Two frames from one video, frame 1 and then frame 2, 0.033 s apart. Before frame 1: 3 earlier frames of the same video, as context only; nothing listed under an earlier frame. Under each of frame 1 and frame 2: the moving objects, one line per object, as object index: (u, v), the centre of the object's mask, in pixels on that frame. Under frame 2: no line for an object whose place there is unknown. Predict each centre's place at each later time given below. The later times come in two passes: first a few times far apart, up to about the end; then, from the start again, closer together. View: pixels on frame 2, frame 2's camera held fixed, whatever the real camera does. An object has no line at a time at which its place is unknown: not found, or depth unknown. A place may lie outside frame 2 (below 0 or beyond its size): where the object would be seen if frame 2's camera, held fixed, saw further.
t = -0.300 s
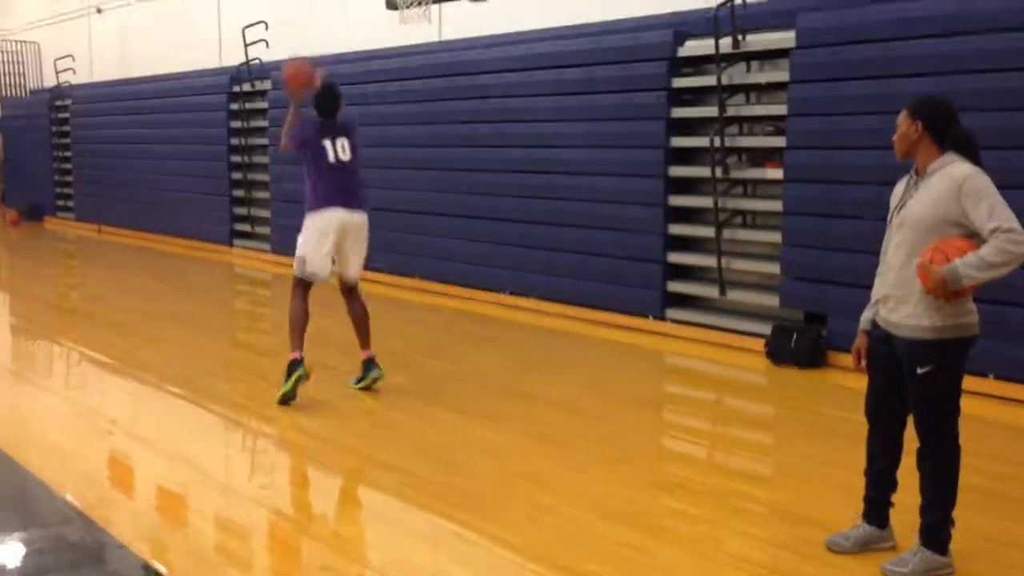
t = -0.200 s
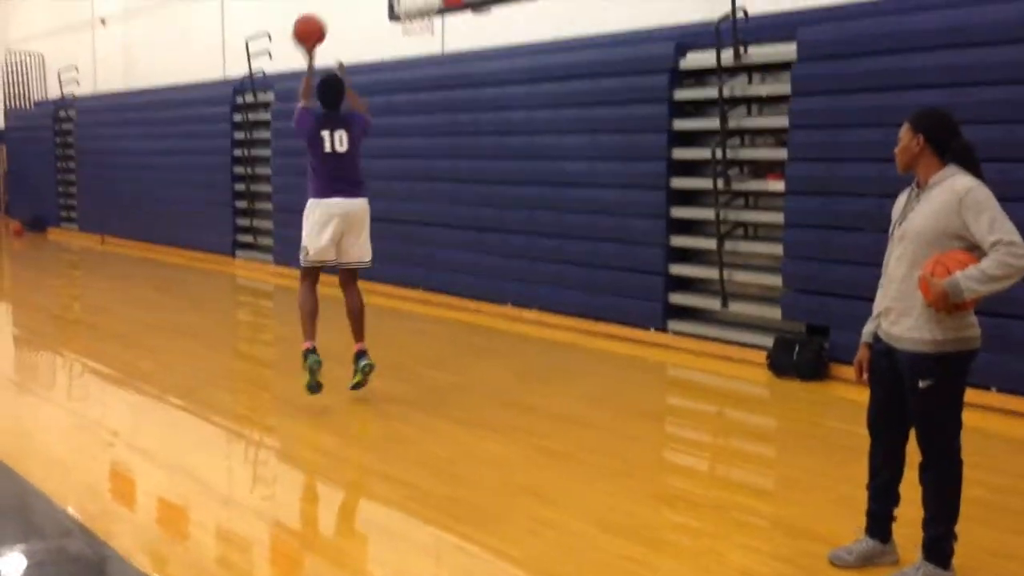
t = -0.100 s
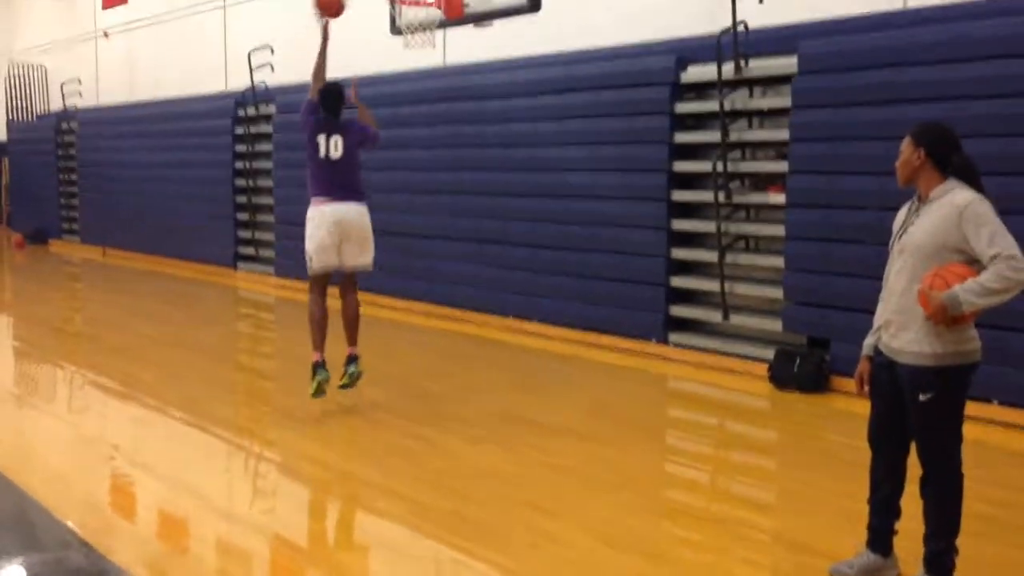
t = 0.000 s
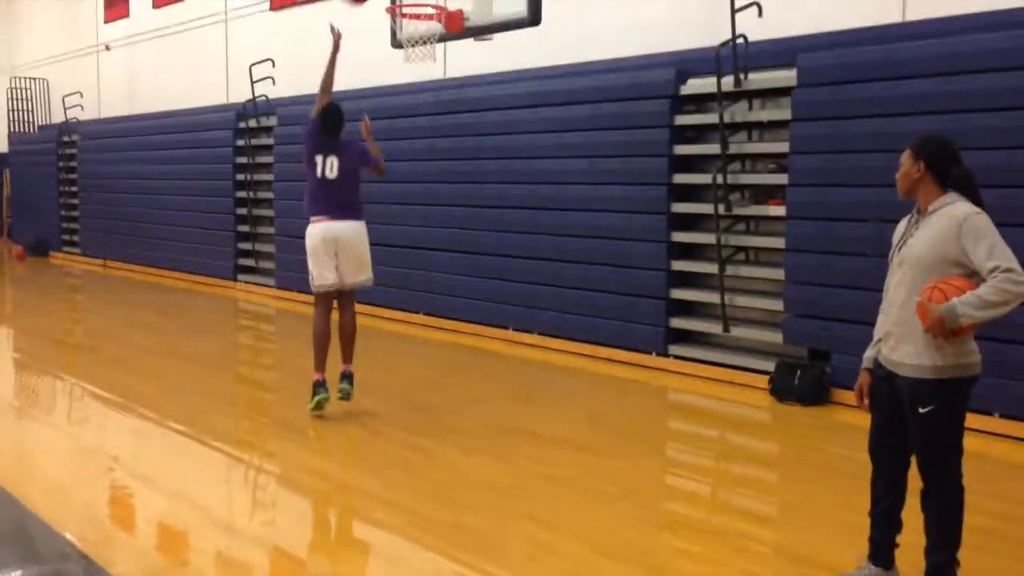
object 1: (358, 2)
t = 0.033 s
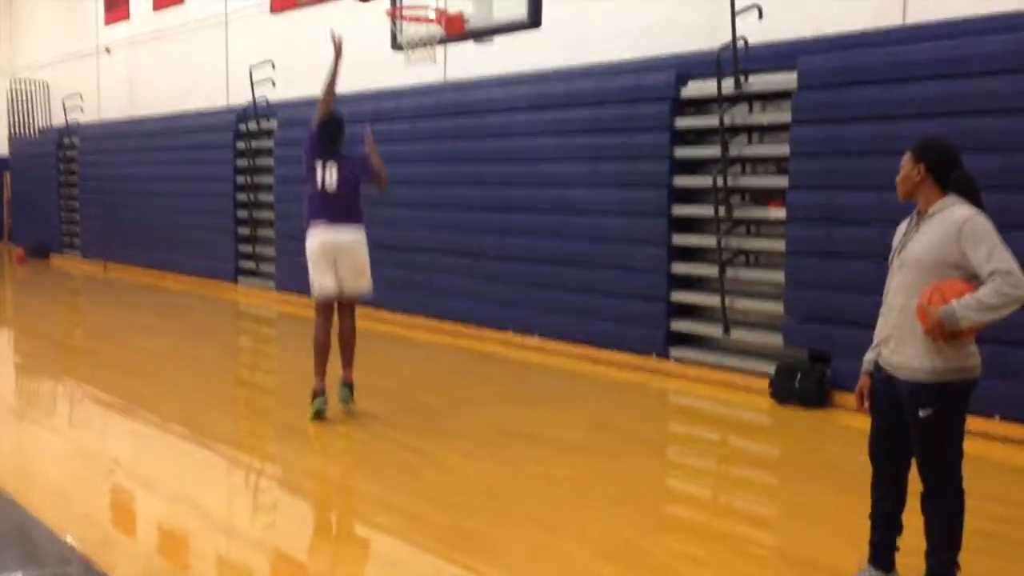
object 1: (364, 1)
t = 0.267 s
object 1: (418, -7)
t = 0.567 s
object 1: (405, 22)
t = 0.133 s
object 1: (389, -10)
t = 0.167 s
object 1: (396, -10)
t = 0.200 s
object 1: (402, -11)
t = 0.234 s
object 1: (410, -10)
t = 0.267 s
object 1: (418, -7)
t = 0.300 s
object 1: (425, -5)
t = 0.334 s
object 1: (432, 1)
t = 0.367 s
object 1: (426, 1)
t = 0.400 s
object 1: (418, 7)
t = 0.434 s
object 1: (410, 12)
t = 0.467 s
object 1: (407, 15)
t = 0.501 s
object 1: (407, 15)
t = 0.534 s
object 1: (406, 17)
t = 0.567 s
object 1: (405, 22)
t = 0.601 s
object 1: (406, 24)
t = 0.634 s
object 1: (408, 28)
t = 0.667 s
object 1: (409, 32)
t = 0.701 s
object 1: (411, 34)
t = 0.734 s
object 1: (414, 38)
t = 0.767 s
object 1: (418, 42)
